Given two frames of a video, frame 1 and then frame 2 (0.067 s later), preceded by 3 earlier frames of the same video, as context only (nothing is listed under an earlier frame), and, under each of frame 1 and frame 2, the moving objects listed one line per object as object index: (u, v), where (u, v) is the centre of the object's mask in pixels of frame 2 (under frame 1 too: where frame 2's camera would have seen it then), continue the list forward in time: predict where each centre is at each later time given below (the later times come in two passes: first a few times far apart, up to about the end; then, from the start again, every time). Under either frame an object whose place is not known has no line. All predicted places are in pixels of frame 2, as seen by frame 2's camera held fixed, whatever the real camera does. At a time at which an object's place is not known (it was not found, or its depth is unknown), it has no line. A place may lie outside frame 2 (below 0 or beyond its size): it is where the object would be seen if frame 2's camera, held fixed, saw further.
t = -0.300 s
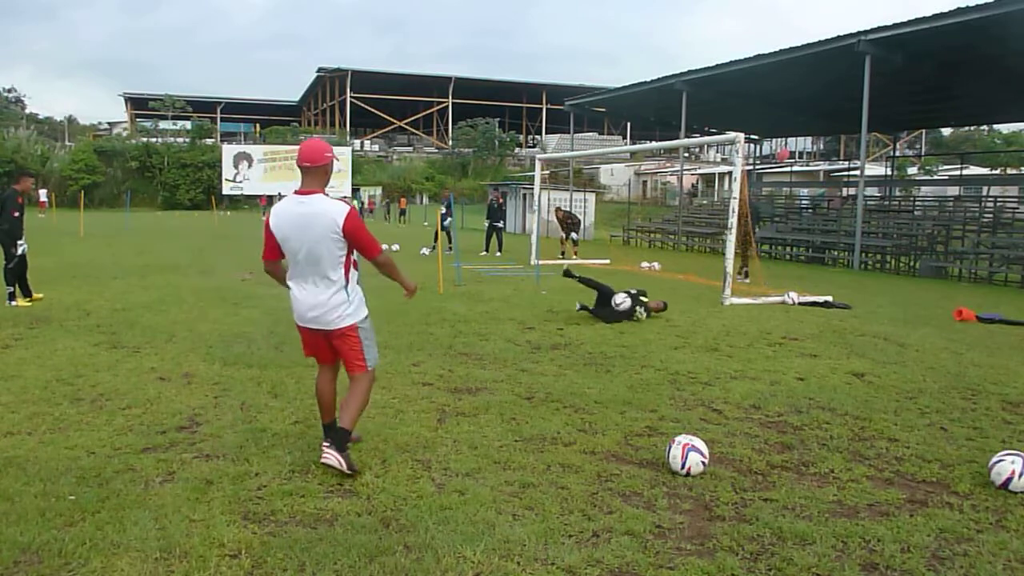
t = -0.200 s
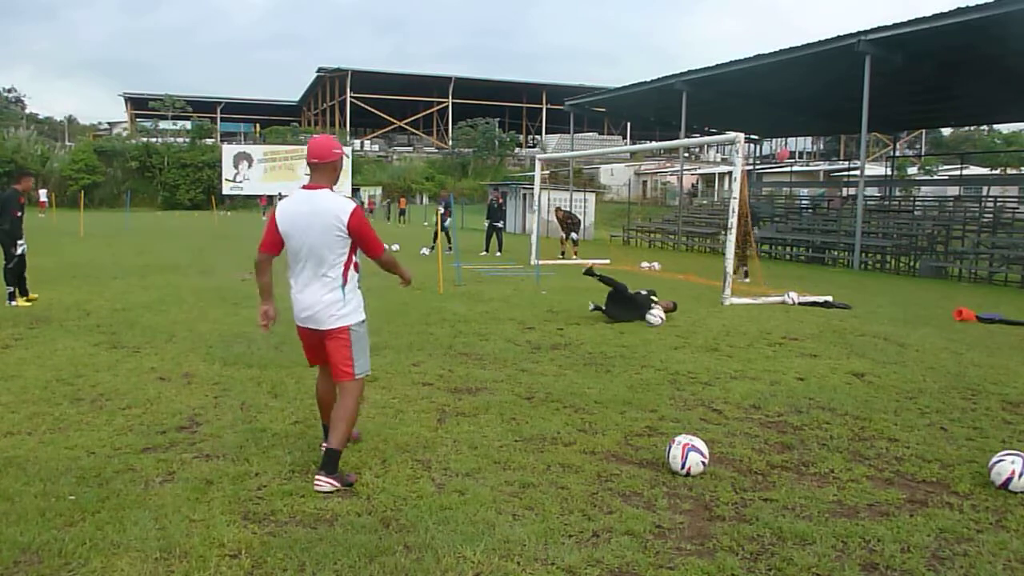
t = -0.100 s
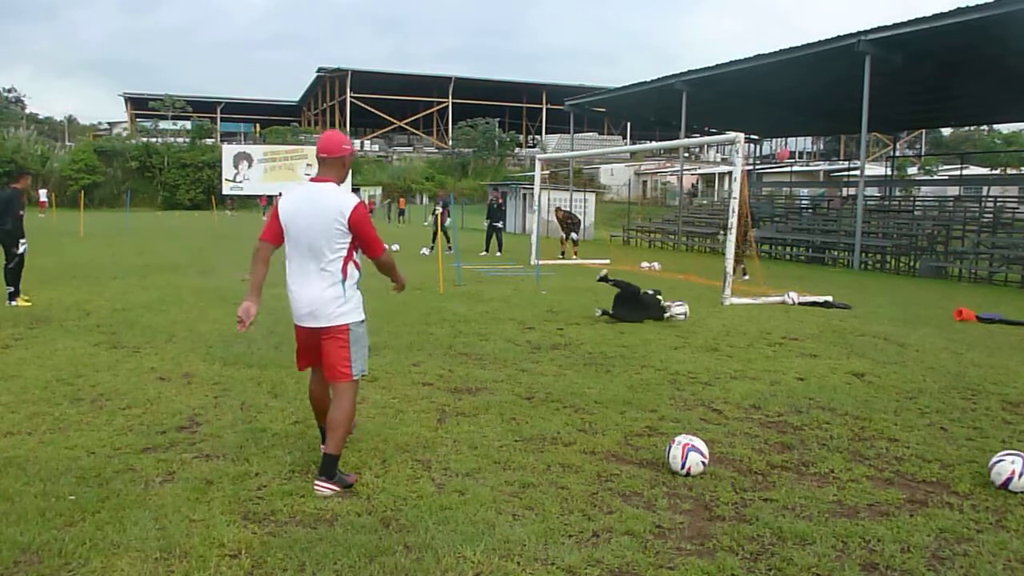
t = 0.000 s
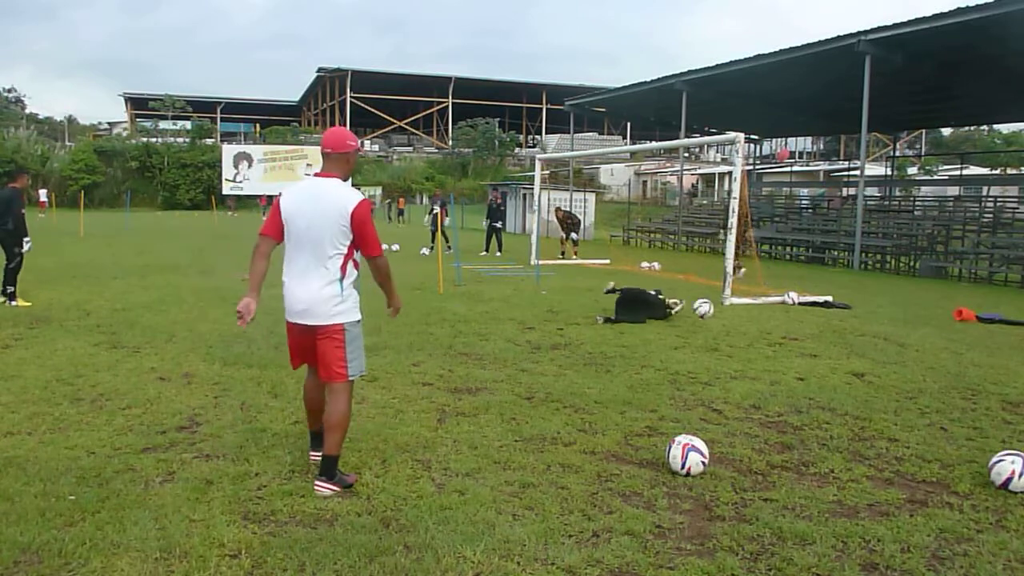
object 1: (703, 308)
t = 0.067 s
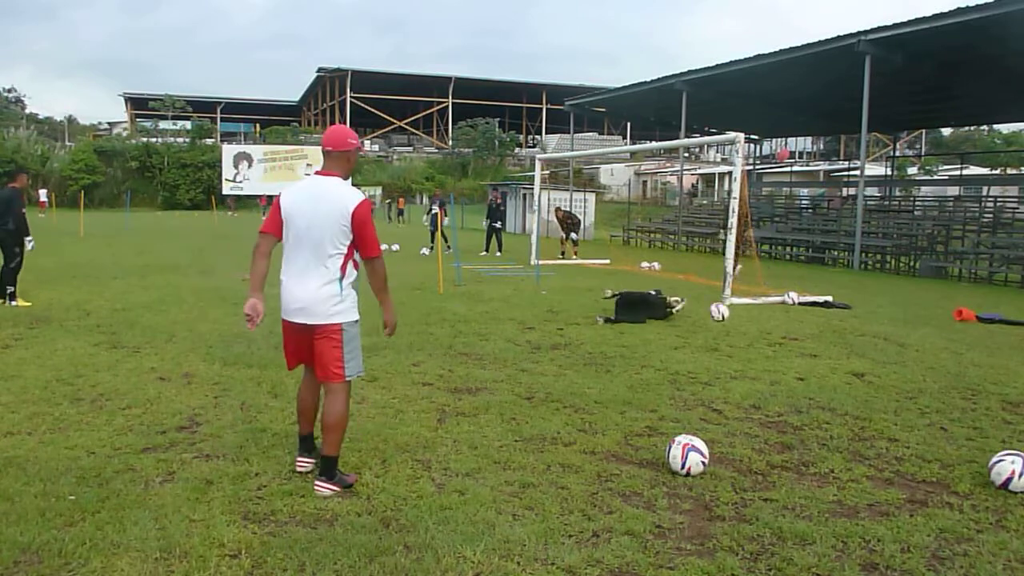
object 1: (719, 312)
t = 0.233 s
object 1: (759, 324)
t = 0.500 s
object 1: (825, 323)
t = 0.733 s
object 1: (878, 333)
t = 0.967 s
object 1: (932, 334)
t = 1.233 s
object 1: (991, 342)
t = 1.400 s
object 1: (1019, 345)
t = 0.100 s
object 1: (726, 315)
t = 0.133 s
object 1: (734, 318)
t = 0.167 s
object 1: (741, 324)
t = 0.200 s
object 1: (750, 325)
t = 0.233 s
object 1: (759, 324)
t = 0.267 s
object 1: (768, 324)
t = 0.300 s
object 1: (777, 325)
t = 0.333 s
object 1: (785, 327)
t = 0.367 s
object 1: (793, 330)
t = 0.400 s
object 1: (801, 330)
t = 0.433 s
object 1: (809, 327)
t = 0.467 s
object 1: (817, 324)
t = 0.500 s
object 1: (825, 323)
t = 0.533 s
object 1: (833, 322)
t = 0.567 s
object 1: (841, 324)
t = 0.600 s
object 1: (848, 326)
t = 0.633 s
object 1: (855, 329)
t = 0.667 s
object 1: (862, 333)
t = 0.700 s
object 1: (870, 334)
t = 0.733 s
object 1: (878, 333)
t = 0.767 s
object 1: (885, 334)
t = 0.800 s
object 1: (894, 335)
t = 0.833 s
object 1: (902, 336)
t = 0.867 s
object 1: (909, 335)
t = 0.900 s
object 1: (916, 334)
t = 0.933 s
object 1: (924, 333)
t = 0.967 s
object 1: (932, 334)
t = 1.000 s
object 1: (938, 336)
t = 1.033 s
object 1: (946, 338)
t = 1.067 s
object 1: (953, 339)
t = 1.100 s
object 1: (961, 339)
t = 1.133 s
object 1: (969, 339)
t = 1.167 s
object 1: (976, 341)
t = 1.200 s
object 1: (984, 342)
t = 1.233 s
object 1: (991, 342)
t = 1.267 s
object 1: (998, 341)
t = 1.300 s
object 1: (1005, 342)
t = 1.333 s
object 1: (1012, 343)
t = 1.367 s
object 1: (1016, 344)
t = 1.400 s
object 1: (1019, 345)
